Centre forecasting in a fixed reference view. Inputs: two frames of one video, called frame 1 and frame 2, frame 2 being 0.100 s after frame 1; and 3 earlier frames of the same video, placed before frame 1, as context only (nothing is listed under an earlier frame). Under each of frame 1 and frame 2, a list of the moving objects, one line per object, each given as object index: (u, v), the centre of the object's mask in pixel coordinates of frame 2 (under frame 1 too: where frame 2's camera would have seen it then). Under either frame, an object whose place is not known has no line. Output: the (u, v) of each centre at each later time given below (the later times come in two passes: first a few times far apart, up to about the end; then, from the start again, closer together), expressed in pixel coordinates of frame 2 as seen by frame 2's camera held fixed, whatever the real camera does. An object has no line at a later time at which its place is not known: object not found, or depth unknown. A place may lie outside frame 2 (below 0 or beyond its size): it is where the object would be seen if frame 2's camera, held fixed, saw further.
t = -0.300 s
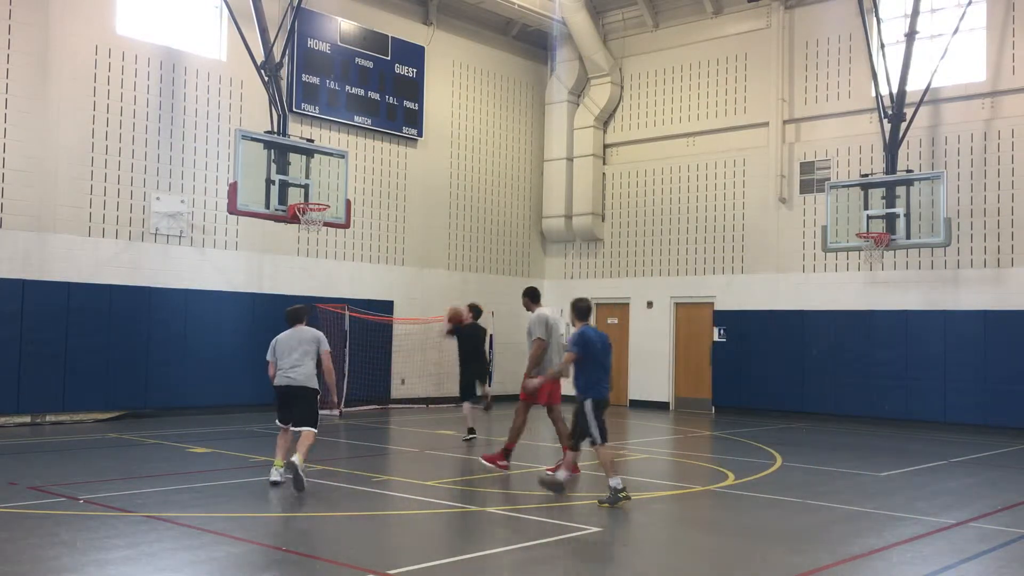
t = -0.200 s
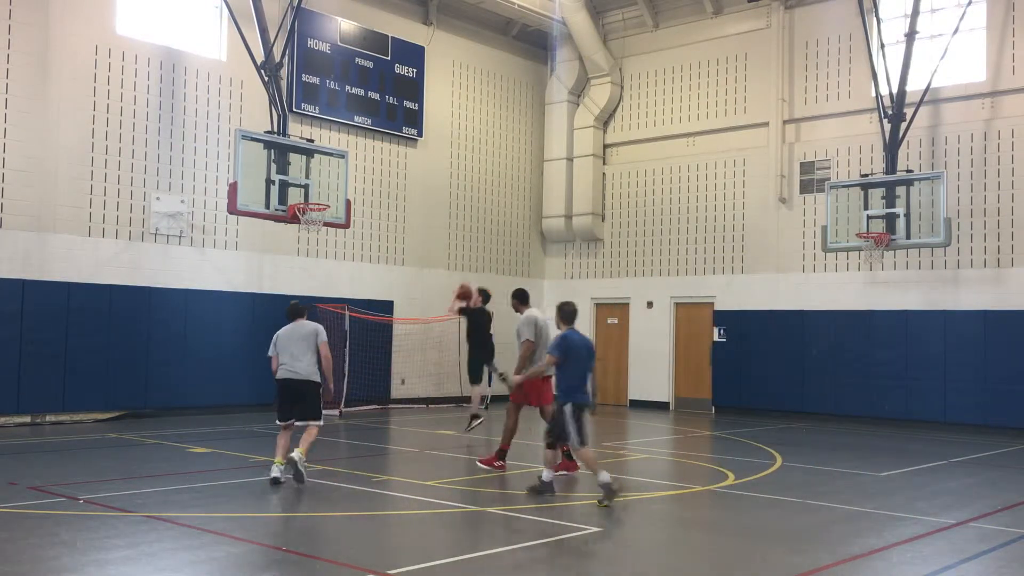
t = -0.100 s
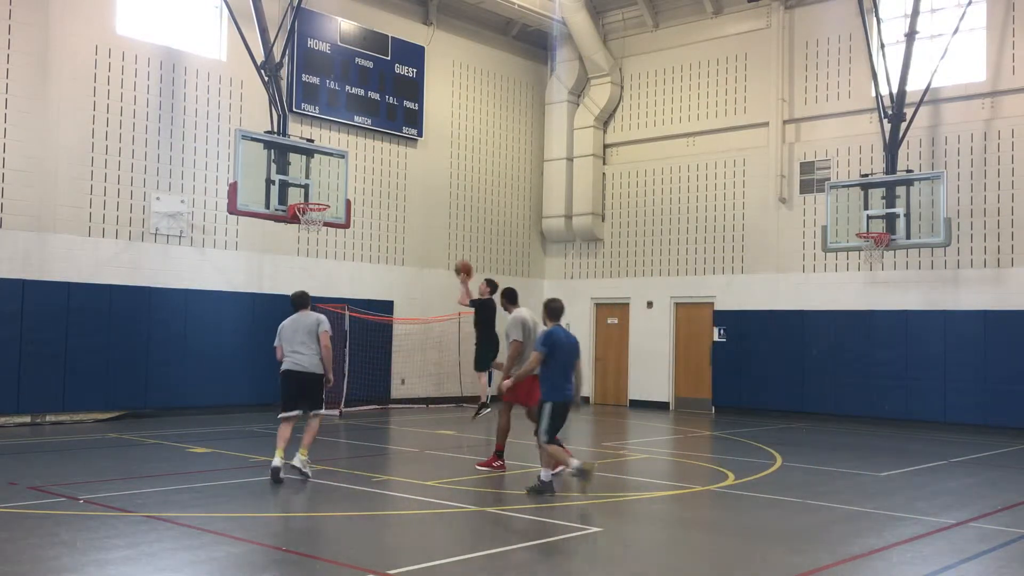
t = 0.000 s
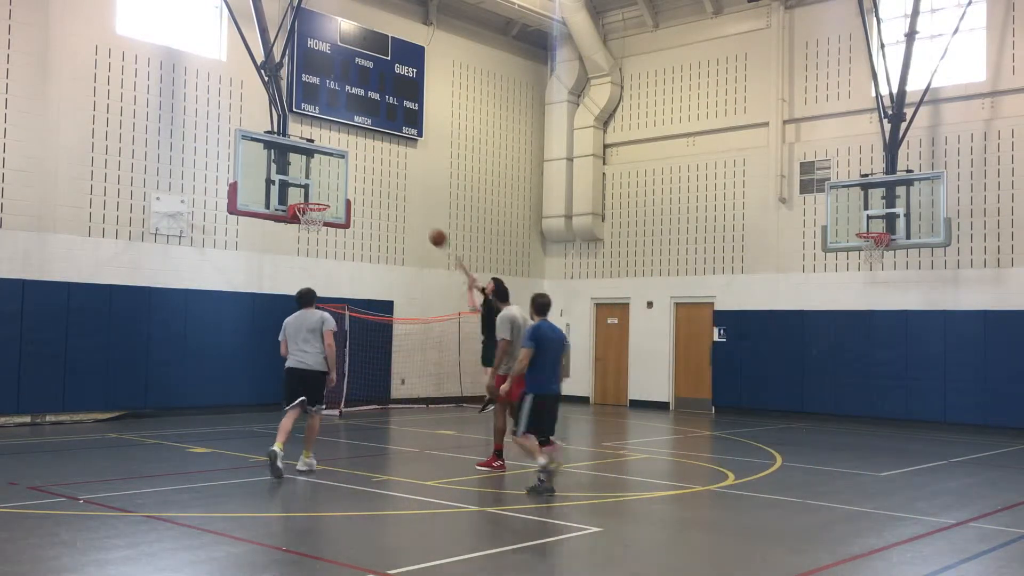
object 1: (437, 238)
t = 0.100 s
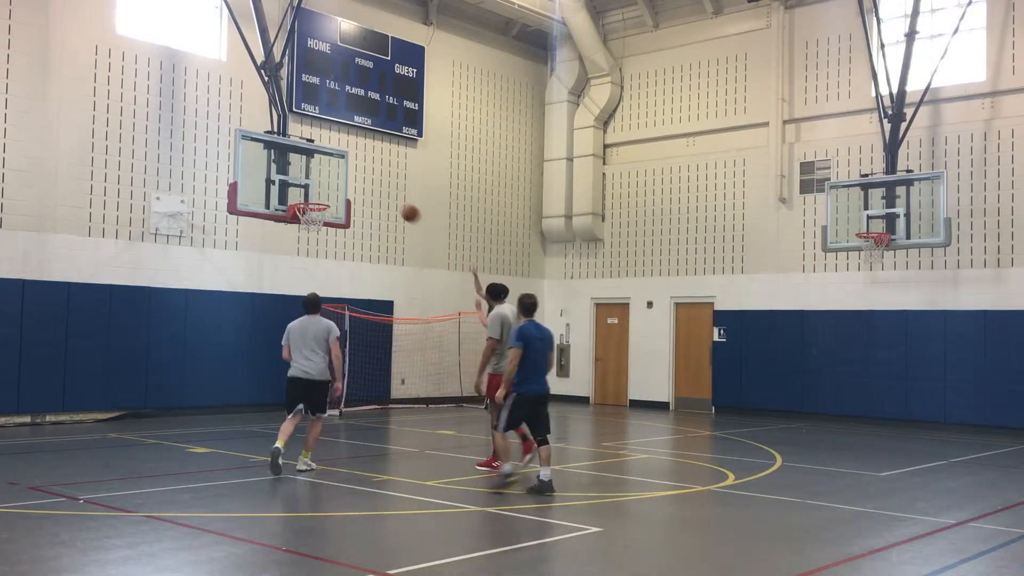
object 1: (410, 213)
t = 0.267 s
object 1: (364, 188)
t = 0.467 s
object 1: (314, 183)
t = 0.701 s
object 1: (315, 195)
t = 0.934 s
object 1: (302, 196)
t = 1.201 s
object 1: (310, 197)
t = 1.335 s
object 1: (315, 216)
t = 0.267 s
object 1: (364, 188)
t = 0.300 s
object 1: (354, 185)
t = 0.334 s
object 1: (345, 183)
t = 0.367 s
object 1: (336, 182)
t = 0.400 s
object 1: (327, 181)
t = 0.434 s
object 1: (317, 182)
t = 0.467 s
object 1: (314, 183)
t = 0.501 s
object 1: (315, 184)
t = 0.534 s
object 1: (316, 186)
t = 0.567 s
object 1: (317, 189)
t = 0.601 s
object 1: (318, 192)
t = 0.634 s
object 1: (319, 196)
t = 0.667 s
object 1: (318, 197)
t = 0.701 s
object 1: (315, 195)
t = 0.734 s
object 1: (314, 194)
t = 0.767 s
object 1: (311, 194)
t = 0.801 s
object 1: (308, 194)
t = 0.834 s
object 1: (306, 195)
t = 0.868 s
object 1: (303, 196)
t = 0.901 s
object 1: (301, 196)
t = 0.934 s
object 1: (302, 196)
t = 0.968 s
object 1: (303, 194)
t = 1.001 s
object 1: (304, 192)
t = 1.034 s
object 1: (305, 192)
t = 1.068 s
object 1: (306, 192)
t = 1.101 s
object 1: (307, 192)
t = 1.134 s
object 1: (308, 193)
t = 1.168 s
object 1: (309, 195)
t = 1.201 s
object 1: (310, 197)
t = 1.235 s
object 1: (311, 203)
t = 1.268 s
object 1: (313, 206)
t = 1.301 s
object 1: (314, 213)
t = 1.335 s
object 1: (315, 216)
